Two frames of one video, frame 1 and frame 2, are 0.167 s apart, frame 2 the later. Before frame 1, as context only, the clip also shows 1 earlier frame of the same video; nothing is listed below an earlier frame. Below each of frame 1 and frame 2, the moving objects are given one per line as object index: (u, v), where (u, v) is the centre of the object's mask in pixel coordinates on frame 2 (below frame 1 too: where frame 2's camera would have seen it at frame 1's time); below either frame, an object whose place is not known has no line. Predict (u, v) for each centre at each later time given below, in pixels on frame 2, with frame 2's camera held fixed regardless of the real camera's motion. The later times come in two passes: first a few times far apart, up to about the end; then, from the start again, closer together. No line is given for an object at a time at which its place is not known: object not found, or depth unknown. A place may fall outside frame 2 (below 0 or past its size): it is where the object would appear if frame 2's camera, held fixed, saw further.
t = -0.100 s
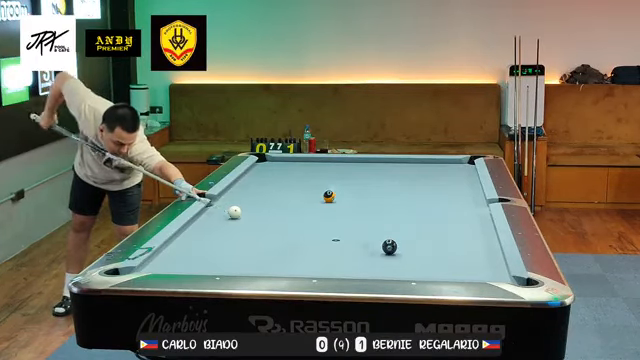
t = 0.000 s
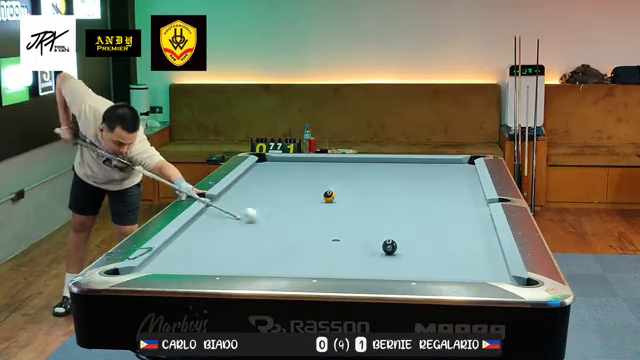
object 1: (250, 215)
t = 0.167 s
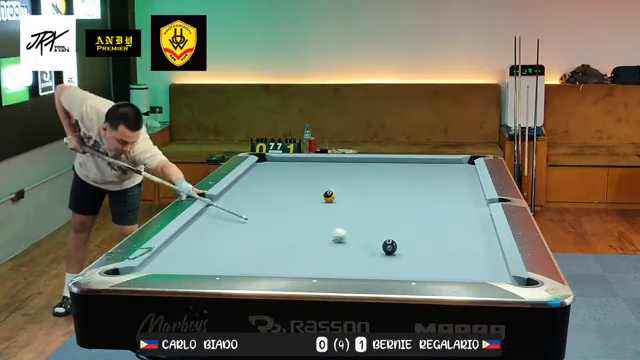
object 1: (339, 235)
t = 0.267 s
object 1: (382, 243)
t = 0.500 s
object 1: (390, 238)
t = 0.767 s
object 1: (393, 234)
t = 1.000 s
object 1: (396, 229)
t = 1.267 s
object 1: (398, 225)
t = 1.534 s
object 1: (400, 221)
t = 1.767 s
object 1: (402, 218)
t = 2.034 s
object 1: (404, 216)
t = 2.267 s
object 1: (406, 213)
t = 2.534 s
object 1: (407, 211)
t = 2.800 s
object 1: (408, 210)
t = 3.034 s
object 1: (409, 208)
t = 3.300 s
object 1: (409, 207)
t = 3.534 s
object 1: (409, 206)
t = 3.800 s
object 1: (409, 205)
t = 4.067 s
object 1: (409, 205)
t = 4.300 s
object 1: (408, 204)
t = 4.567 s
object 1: (408, 205)
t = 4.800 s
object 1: (408, 205)
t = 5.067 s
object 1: (408, 205)
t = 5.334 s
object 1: (408, 204)
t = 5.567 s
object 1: (408, 204)
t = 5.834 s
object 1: (408, 204)
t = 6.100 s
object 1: (408, 204)
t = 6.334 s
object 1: (408, 204)
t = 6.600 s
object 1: (408, 205)
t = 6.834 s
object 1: (408, 205)
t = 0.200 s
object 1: (358, 239)
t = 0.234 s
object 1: (375, 243)
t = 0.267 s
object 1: (382, 243)
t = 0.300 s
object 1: (384, 243)
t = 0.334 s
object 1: (386, 242)
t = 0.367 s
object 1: (387, 242)
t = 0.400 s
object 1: (388, 241)
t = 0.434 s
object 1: (388, 240)
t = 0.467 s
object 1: (389, 239)
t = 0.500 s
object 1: (390, 238)
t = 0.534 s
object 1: (390, 238)
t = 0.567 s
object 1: (391, 237)
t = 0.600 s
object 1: (391, 237)
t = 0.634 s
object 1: (391, 236)
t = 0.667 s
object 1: (391, 235)
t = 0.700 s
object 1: (392, 235)
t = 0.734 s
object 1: (392, 234)
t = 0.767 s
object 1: (393, 234)
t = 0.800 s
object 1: (393, 233)
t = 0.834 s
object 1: (394, 232)
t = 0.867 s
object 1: (394, 231)
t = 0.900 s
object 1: (395, 231)
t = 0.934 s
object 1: (395, 231)
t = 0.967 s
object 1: (395, 230)
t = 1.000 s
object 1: (396, 229)
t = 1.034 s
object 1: (395, 229)
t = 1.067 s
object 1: (396, 228)
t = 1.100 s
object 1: (396, 228)
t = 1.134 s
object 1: (396, 227)
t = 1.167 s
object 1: (397, 227)
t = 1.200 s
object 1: (397, 226)
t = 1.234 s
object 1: (398, 226)
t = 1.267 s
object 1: (398, 225)
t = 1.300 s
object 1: (399, 224)
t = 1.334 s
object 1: (399, 224)
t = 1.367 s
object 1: (399, 224)
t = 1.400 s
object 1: (399, 223)
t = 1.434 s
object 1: (400, 223)
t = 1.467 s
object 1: (400, 222)
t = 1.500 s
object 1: (400, 222)
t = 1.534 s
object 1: (400, 221)
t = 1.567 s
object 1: (401, 221)
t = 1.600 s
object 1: (400, 220)
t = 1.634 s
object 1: (401, 220)
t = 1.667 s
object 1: (402, 220)
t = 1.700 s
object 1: (402, 219)
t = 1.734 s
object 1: (402, 219)
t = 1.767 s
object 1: (402, 218)
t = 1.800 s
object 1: (403, 218)
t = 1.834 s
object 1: (403, 218)
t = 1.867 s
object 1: (403, 217)
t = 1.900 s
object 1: (404, 217)
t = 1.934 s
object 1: (404, 217)
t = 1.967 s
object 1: (404, 216)
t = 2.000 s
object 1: (404, 216)
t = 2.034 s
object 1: (404, 216)
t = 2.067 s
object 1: (405, 215)
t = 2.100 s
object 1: (405, 215)
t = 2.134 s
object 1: (405, 215)
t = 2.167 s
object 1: (405, 214)
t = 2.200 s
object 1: (405, 214)
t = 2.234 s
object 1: (406, 214)
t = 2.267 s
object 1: (406, 213)
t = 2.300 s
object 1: (406, 213)
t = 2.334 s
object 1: (406, 213)
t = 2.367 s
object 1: (406, 213)
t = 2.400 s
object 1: (406, 212)
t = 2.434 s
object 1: (407, 212)
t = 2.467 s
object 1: (407, 212)
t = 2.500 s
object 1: (407, 211)
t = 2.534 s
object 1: (407, 211)
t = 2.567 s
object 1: (407, 211)
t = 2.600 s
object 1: (407, 211)
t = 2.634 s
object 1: (408, 211)
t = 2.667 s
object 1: (408, 210)
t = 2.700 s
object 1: (408, 210)
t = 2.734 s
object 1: (408, 210)
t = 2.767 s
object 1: (408, 210)
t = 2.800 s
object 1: (408, 210)
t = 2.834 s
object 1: (408, 209)
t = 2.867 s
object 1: (408, 209)
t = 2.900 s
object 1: (408, 209)
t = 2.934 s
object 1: (409, 209)
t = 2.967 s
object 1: (409, 208)
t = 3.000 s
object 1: (409, 208)
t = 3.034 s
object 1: (409, 208)
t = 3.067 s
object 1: (409, 208)
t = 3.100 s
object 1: (409, 208)
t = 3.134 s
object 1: (409, 208)
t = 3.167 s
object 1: (409, 207)
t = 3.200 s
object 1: (409, 207)
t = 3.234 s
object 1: (409, 207)
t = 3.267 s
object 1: (409, 207)
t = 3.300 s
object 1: (409, 207)
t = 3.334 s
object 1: (409, 207)
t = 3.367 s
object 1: (409, 207)
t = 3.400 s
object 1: (409, 206)
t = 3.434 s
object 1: (409, 206)
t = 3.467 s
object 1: (409, 206)
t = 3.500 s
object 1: (409, 206)
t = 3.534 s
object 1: (409, 206)
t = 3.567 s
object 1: (409, 206)
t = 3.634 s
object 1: (409, 206)
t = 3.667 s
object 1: (409, 206)
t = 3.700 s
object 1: (409, 206)
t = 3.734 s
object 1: (409, 205)
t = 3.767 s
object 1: (409, 205)
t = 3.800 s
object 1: (409, 205)
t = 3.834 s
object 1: (409, 205)
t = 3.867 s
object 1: (409, 205)
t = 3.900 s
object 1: (409, 205)
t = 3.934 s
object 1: (409, 205)
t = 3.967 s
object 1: (409, 205)
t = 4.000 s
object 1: (409, 205)
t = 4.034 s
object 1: (409, 205)
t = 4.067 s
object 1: (409, 205)
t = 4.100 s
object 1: (409, 205)
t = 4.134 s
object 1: (409, 205)
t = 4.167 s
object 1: (409, 205)
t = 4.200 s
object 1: (408, 205)
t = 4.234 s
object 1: (408, 204)
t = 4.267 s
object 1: (408, 204)
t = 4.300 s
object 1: (408, 204)
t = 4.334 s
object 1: (408, 205)
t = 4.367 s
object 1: (408, 205)
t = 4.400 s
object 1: (408, 204)
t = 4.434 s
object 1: (408, 205)
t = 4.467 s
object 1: (408, 205)
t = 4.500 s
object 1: (408, 205)
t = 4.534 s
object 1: (408, 205)
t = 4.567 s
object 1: (408, 205)
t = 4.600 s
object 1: (408, 205)
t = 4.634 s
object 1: (408, 205)
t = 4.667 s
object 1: (408, 205)
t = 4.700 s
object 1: (408, 205)
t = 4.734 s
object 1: (408, 205)
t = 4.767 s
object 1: (408, 205)
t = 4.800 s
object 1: (408, 205)
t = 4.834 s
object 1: (408, 205)
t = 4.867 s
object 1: (408, 205)
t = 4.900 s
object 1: (408, 205)
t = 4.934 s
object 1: (408, 205)
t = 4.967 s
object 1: (408, 205)
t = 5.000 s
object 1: (408, 205)
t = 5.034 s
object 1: (408, 205)
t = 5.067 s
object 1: (408, 205)
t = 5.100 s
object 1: (408, 205)
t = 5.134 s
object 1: (408, 205)
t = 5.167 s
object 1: (408, 205)
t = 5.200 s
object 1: (408, 204)
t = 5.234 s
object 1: (408, 204)
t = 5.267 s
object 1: (408, 204)
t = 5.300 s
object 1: (408, 204)
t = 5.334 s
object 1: (408, 204)
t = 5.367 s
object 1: (408, 204)
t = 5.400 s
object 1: (408, 204)
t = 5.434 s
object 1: (408, 204)
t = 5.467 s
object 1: (408, 204)
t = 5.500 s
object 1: (408, 204)
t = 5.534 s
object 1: (408, 204)
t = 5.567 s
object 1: (408, 204)
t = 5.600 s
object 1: (408, 205)
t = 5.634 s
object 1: (408, 205)
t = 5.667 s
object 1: (408, 204)
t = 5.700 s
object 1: (408, 205)
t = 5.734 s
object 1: (408, 205)
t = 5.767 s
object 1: (408, 204)
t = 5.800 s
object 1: (408, 204)
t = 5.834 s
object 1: (408, 204)
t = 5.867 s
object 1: (408, 204)
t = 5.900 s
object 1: (408, 204)
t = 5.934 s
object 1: (408, 204)
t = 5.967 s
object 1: (408, 204)
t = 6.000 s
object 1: (408, 204)
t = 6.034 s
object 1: (408, 204)
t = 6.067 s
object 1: (408, 204)
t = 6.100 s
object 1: (408, 204)
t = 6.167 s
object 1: (408, 204)
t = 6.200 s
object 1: (408, 204)
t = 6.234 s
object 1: (408, 204)
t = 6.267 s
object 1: (408, 204)
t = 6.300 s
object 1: (408, 204)
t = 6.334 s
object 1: (408, 204)
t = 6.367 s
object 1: (408, 204)
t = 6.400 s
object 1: (408, 205)
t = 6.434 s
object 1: (408, 205)
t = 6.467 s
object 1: (408, 205)
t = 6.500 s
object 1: (408, 205)
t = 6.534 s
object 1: (408, 205)
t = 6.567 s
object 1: (408, 205)
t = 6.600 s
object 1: (408, 205)
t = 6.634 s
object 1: (408, 205)
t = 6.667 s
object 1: (408, 205)
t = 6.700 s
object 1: (408, 205)
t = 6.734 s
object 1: (408, 205)
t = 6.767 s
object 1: (408, 205)
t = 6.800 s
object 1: (408, 205)
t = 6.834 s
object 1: (408, 205)
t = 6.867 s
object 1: (408, 205)
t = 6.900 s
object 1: (408, 205)
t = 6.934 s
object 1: (408, 205)
